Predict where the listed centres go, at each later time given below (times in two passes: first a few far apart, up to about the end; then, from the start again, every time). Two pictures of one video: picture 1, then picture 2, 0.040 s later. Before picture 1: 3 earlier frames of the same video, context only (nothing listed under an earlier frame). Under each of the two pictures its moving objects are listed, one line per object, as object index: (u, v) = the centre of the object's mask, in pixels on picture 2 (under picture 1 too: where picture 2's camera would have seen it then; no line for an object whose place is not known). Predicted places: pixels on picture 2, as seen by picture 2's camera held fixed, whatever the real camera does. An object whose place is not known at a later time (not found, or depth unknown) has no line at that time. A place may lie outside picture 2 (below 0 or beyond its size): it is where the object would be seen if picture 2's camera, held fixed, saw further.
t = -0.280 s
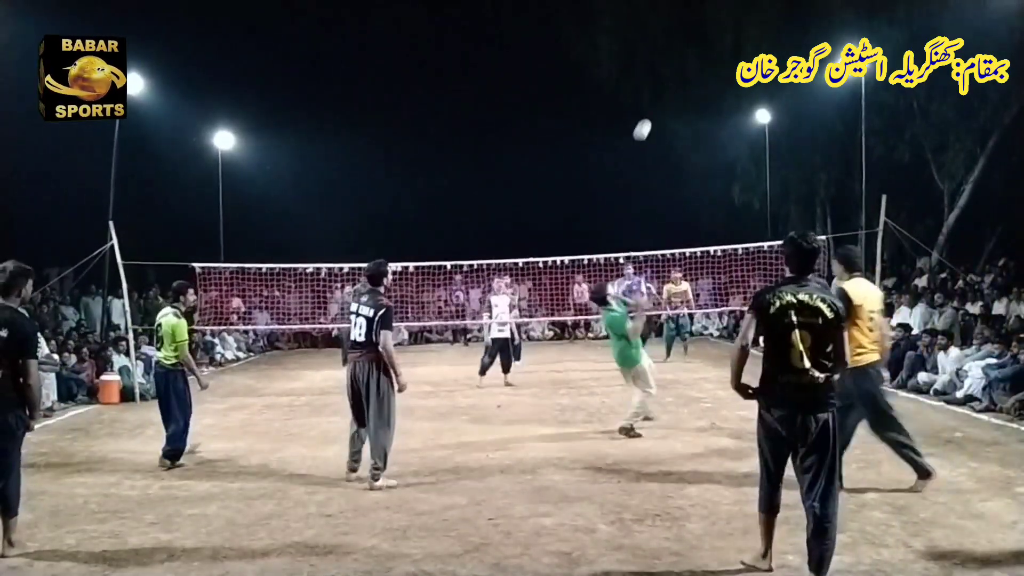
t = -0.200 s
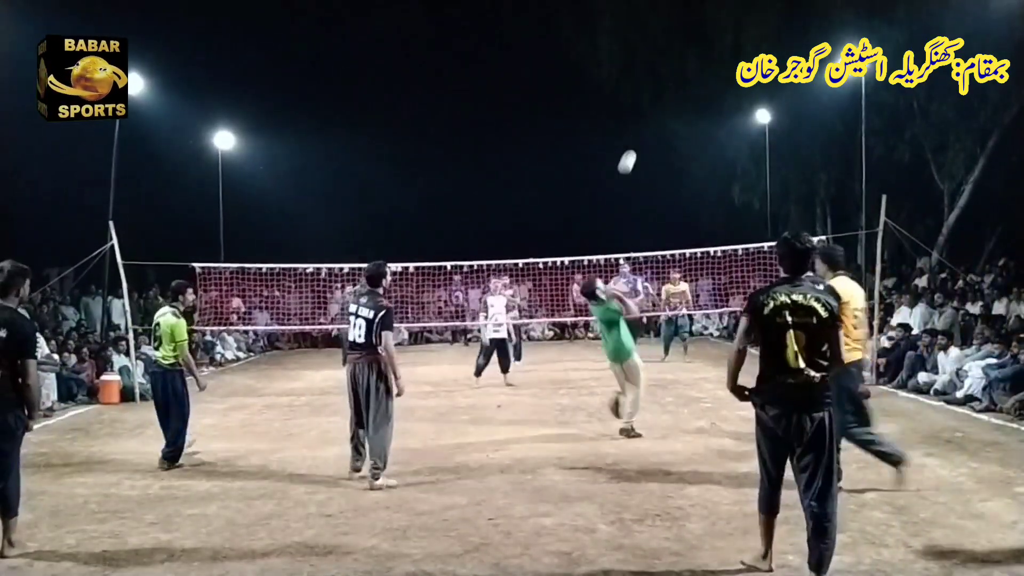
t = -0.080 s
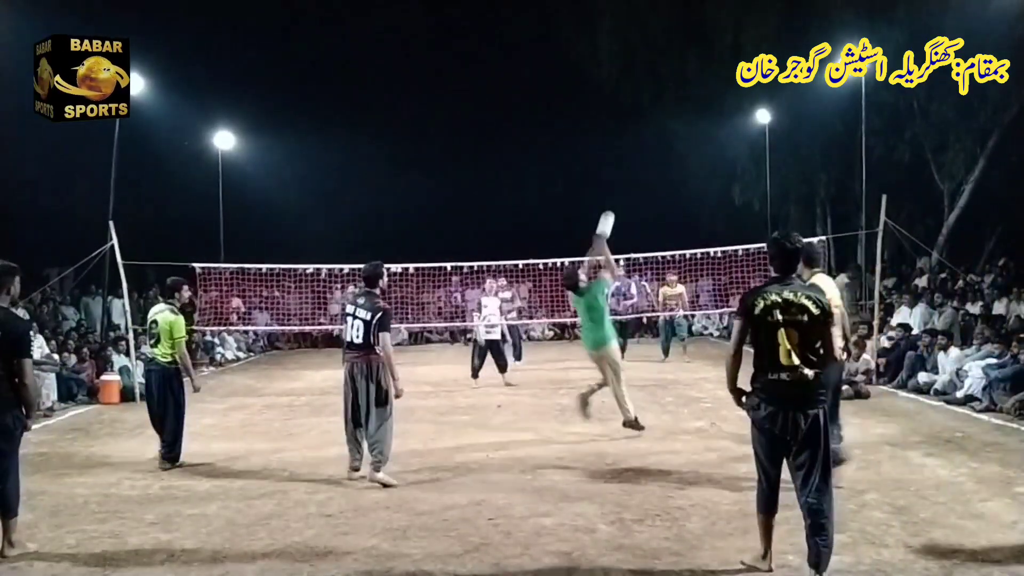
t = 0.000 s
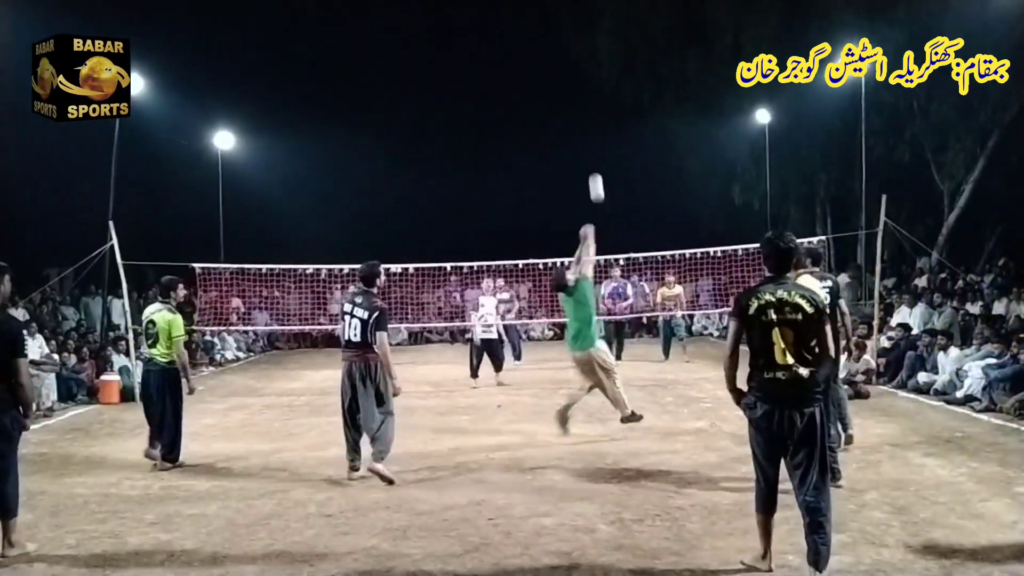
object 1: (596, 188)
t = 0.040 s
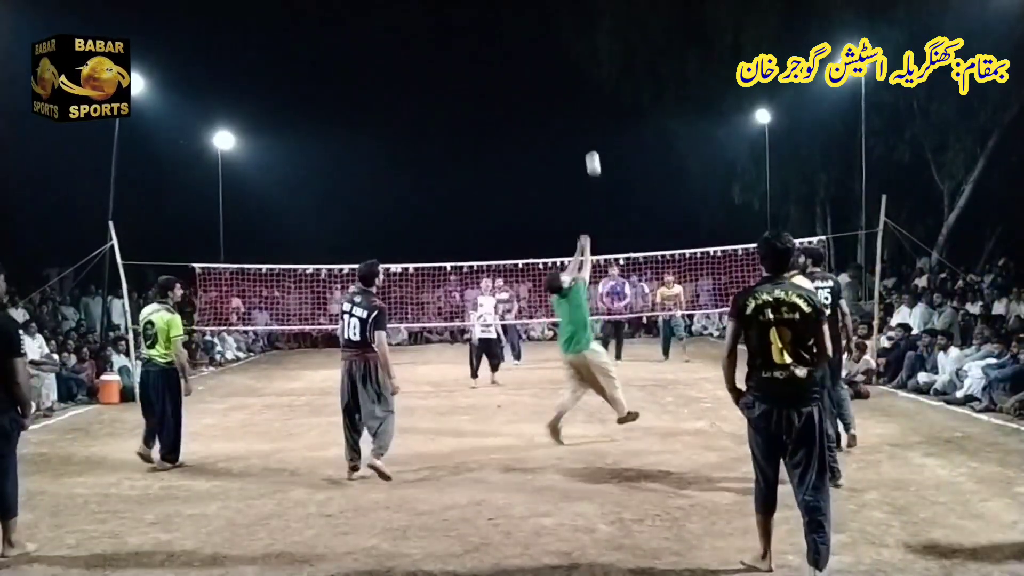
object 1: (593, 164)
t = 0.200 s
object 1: (583, 98)
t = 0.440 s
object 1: (572, 61)
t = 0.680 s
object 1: (566, 73)
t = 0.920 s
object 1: (561, 118)
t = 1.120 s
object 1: (559, 172)
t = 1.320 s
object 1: (557, 236)
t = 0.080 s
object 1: (590, 144)
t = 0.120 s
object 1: (587, 126)
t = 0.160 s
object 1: (585, 111)
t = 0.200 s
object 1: (583, 98)
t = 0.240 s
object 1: (580, 87)
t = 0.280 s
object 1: (578, 79)
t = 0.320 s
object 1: (577, 72)
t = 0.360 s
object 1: (575, 67)
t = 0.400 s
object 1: (573, 63)
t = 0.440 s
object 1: (572, 61)
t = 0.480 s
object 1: (571, 60)
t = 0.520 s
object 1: (570, 61)
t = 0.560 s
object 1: (569, 62)
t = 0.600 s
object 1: (568, 65)
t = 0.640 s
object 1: (567, 69)
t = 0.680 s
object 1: (566, 73)
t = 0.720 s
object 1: (565, 79)
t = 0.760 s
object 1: (564, 85)
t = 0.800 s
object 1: (564, 92)
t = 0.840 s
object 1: (563, 100)
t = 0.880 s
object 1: (562, 109)
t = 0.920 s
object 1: (561, 118)
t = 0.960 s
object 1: (561, 128)
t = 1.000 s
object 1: (561, 138)
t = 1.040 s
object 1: (560, 149)
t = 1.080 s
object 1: (560, 160)
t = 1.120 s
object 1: (559, 172)
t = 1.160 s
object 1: (559, 184)
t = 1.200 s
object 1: (558, 196)
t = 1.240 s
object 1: (558, 209)
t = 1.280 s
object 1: (558, 223)
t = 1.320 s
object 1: (557, 236)
